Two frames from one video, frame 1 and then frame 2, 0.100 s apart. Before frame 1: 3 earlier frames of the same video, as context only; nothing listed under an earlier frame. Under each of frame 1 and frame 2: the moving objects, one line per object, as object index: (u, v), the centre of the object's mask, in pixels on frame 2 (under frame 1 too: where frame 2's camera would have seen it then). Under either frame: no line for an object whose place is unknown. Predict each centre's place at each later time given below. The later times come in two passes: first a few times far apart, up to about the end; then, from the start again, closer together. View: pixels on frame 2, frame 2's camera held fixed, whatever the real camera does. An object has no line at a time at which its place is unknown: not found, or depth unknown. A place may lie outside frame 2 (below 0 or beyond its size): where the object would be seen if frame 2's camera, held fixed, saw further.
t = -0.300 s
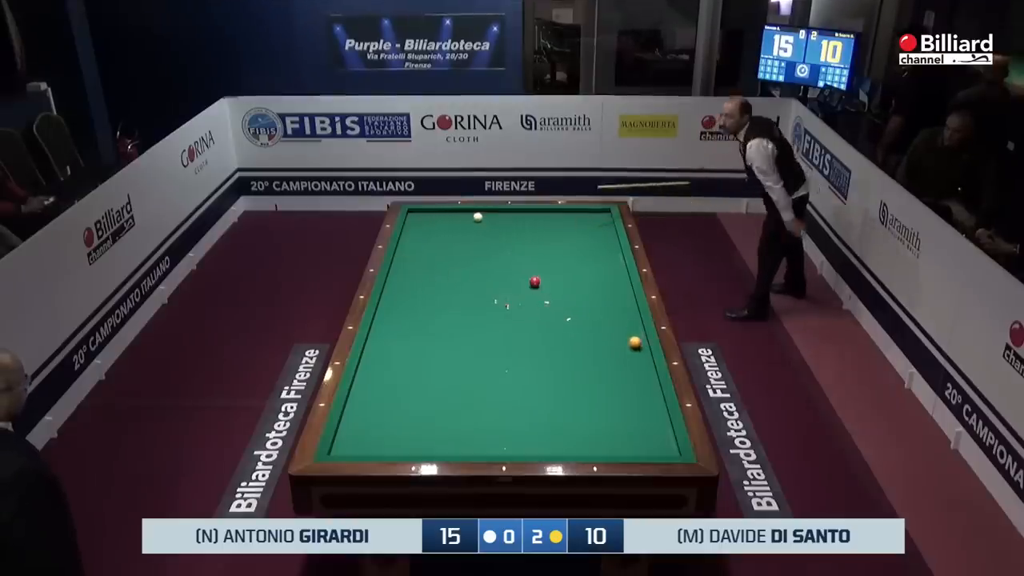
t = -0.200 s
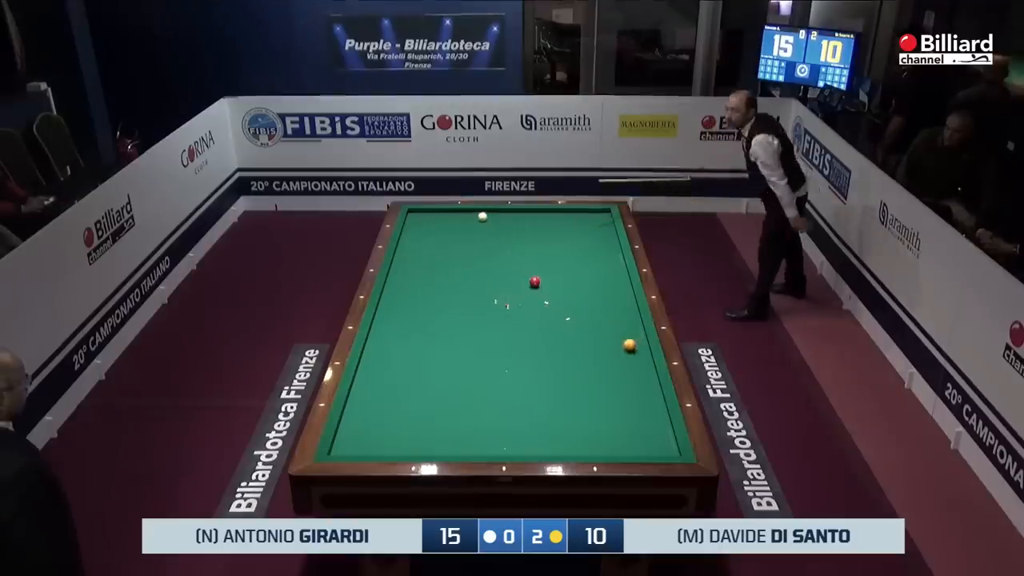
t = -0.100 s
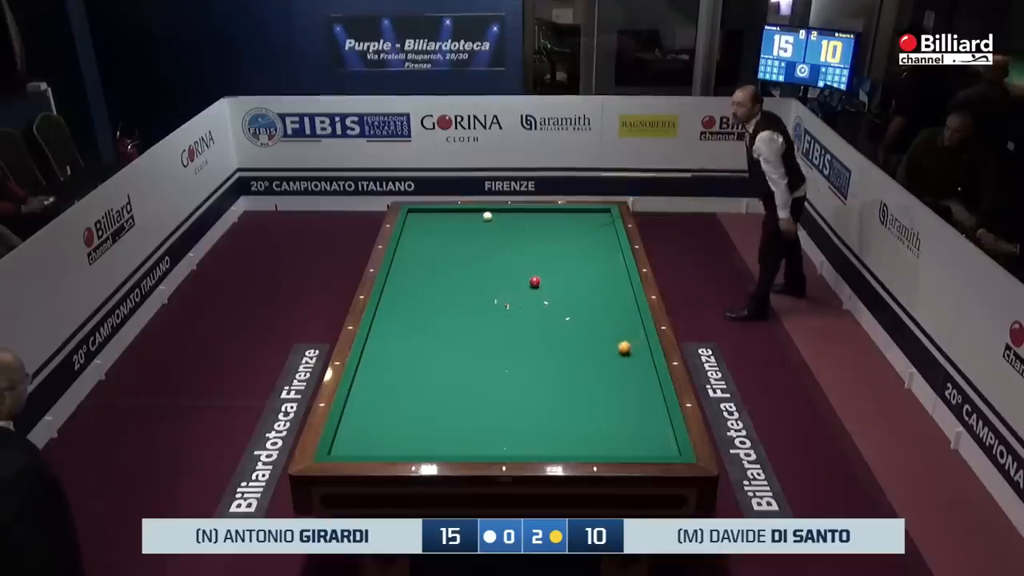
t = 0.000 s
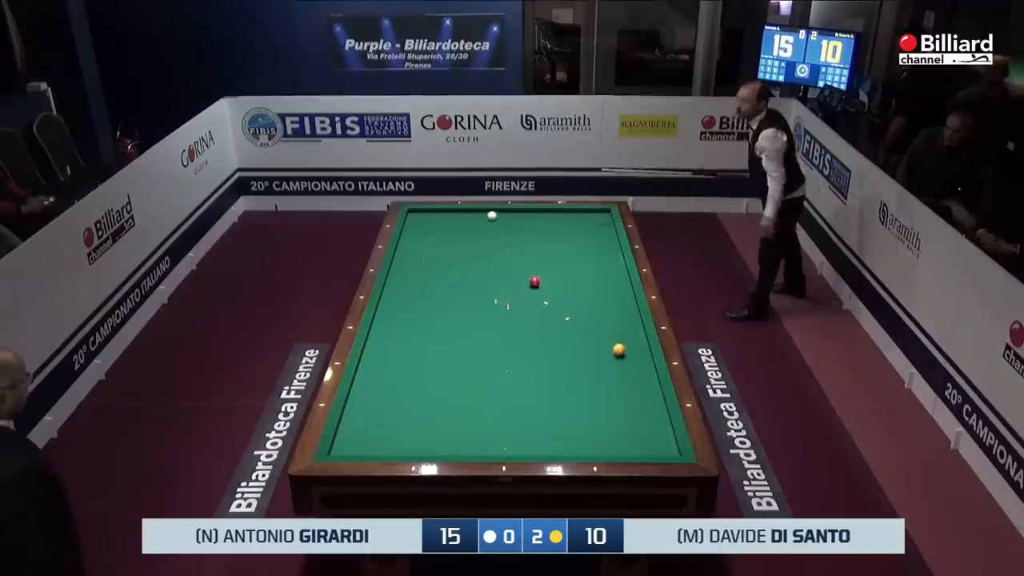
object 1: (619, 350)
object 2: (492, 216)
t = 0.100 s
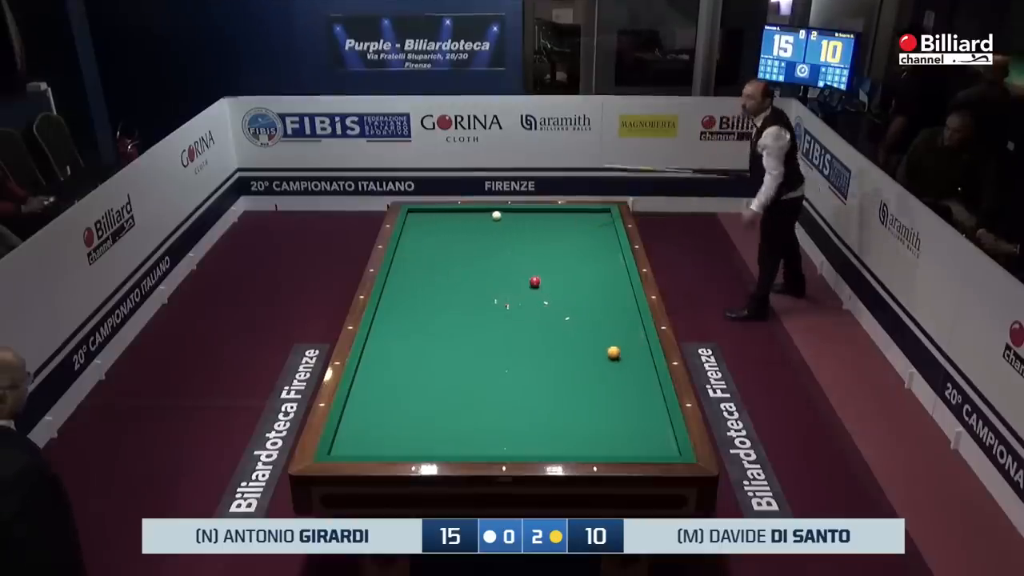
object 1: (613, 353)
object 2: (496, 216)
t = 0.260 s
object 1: (605, 357)
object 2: (503, 215)
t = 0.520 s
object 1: (591, 363)
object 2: (515, 214)
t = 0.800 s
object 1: (576, 370)
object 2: (526, 213)
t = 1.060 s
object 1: (563, 377)
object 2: (537, 212)
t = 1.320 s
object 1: (550, 383)
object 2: (546, 211)
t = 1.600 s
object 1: (535, 389)
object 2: (556, 211)
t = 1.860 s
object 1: (523, 395)
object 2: (565, 210)
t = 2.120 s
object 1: (510, 401)
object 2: (573, 210)
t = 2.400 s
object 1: (497, 407)
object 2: (581, 211)
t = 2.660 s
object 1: (485, 413)
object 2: (588, 211)
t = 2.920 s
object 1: (473, 418)
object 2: (594, 211)
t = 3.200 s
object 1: (462, 423)
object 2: (601, 211)
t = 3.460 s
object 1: (452, 428)
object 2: (606, 212)
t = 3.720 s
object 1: (442, 433)
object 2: (604, 212)
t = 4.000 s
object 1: (431, 437)
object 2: (601, 212)
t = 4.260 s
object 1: (422, 441)
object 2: (599, 212)
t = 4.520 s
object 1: (413, 445)
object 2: (597, 212)
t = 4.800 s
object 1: (405, 447)
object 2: (596, 212)
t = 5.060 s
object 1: (398, 449)
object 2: (595, 212)
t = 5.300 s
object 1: (393, 450)
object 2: (595, 212)
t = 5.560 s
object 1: (389, 449)
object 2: (594, 212)
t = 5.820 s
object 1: (386, 448)
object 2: (594, 212)
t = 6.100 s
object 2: (594, 212)
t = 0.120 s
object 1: (612, 353)
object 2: (497, 215)
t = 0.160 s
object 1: (610, 354)
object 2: (499, 215)
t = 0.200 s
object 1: (608, 355)
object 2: (501, 215)
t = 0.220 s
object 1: (607, 356)
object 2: (501, 215)
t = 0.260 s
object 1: (605, 357)
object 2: (503, 215)
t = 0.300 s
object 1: (602, 358)
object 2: (505, 214)
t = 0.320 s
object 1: (601, 358)
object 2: (506, 215)
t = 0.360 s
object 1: (600, 359)
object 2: (508, 214)
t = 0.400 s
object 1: (597, 360)
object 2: (510, 214)
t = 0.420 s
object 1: (596, 361)
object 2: (511, 214)
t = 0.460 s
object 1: (594, 362)
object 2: (512, 214)
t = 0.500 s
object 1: (592, 363)
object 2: (514, 214)
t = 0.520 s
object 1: (591, 363)
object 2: (515, 214)
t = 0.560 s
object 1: (589, 364)
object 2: (516, 214)
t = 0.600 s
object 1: (587, 366)
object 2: (518, 214)
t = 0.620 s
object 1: (586, 366)
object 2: (519, 213)
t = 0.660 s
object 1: (583, 367)
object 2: (521, 213)
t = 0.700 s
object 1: (582, 368)
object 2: (522, 213)
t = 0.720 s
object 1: (580, 368)
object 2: (523, 213)
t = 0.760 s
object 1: (578, 369)
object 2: (525, 213)
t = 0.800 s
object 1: (576, 370)
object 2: (526, 213)
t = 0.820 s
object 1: (575, 371)
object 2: (527, 213)
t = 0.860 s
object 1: (573, 372)
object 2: (529, 213)
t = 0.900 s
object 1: (571, 373)
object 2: (530, 213)
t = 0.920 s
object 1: (570, 373)
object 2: (531, 213)
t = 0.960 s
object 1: (568, 374)
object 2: (533, 213)
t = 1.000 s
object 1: (566, 375)
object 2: (534, 213)
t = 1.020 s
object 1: (565, 376)
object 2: (535, 212)
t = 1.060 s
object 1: (563, 377)
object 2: (537, 212)
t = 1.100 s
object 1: (561, 378)
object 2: (538, 212)
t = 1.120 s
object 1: (560, 378)
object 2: (539, 212)
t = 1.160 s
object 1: (558, 379)
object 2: (540, 212)
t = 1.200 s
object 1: (556, 380)
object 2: (542, 212)
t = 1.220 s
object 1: (555, 381)
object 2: (543, 212)
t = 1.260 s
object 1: (553, 381)
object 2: (544, 212)
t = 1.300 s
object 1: (551, 382)
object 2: (545, 212)
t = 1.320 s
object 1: (550, 383)
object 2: (546, 211)
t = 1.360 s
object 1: (547, 384)
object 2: (548, 211)
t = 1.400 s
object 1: (546, 385)
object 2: (549, 211)
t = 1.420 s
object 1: (545, 385)
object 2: (550, 211)
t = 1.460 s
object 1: (542, 386)
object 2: (551, 211)
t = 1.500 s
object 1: (540, 387)
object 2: (553, 211)
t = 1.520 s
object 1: (539, 388)
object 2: (554, 211)
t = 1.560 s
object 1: (537, 388)
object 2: (555, 211)
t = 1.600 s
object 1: (535, 389)
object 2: (556, 211)
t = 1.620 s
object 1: (535, 390)
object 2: (557, 211)
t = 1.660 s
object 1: (533, 391)
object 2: (558, 211)
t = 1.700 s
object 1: (531, 392)
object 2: (560, 211)
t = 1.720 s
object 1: (529, 392)
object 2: (560, 211)
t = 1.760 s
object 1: (528, 393)
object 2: (562, 210)
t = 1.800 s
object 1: (525, 394)
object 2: (563, 210)
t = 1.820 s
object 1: (525, 394)
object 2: (564, 210)
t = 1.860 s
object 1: (523, 395)
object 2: (565, 210)
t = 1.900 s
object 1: (521, 396)
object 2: (566, 210)
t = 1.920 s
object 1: (520, 397)
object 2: (567, 210)
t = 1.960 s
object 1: (518, 398)
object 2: (568, 210)
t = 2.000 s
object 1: (516, 399)
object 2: (570, 210)
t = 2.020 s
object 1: (515, 399)
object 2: (570, 210)
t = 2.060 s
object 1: (513, 400)
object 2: (571, 210)
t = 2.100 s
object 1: (511, 401)
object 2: (573, 210)
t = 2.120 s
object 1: (510, 401)
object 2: (573, 210)
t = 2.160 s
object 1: (508, 402)
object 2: (574, 210)
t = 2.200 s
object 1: (506, 403)
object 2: (575, 210)
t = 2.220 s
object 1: (505, 403)
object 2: (576, 210)
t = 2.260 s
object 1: (504, 404)
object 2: (577, 210)
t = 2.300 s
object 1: (502, 405)
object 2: (578, 210)
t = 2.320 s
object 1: (500, 406)
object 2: (579, 210)
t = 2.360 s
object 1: (499, 407)
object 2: (580, 210)
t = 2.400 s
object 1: (497, 407)
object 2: (581, 211)
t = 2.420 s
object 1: (496, 408)
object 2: (582, 211)
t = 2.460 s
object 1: (494, 409)
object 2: (583, 211)
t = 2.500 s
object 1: (492, 409)
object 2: (584, 211)
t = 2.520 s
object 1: (491, 410)
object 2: (584, 211)
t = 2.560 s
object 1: (489, 411)
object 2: (585, 211)
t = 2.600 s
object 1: (488, 411)
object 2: (586, 211)
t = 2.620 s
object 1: (487, 412)
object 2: (587, 211)
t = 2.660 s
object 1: (485, 413)
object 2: (588, 211)
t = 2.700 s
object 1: (483, 413)
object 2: (589, 211)
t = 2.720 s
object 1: (482, 414)
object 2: (589, 211)
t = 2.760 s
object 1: (481, 415)
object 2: (590, 211)
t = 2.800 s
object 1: (479, 415)
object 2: (591, 211)
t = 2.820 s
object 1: (478, 416)
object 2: (592, 211)
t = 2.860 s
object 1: (476, 417)
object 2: (593, 211)
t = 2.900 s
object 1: (475, 418)
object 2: (594, 211)
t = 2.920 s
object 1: (473, 418)
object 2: (594, 211)
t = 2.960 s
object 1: (472, 419)
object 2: (595, 211)
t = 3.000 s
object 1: (470, 419)
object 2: (596, 211)
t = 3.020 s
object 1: (469, 420)
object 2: (597, 211)
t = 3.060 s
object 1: (468, 420)
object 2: (598, 211)
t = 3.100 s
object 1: (466, 421)
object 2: (599, 211)
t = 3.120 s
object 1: (465, 422)
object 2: (599, 211)
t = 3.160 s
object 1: (464, 422)
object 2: (600, 211)
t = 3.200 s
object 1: (462, 423)
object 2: (601, 211)
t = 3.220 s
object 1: (461, 424)
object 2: (601, 212)
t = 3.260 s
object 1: (460, 424)
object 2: (602, 212)
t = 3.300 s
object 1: (458, 425)
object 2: (603, 212)
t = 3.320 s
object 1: (457, 425)
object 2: (604, 212)
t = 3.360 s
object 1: (455, 426)
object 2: (604, 212)
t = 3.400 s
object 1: (454, 427)
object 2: (605, 212)
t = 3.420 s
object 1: (453, 427)
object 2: (606, 212)
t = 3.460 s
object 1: (452, 428)
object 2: (606, 212)
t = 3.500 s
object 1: (450, 428)
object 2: (606, 212)
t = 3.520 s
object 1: (449, 428)
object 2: (606, 212)
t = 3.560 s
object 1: (448, 430)
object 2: (606, 212)
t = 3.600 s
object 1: (446, 430)
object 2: (605, 212)
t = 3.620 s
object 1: (445, 431)
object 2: (605, 212)
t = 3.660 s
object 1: (444, 431)
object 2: (604, 212)
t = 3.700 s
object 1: (442, 432)
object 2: (604, 212)
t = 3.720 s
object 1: (442, 433)
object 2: (604, 212)
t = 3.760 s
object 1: (440, 433)
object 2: (603, 212)
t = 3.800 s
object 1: (438, 434)
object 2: (603, 212)
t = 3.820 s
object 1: (438, 434)
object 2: (603, 212)
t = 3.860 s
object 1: (436, 435)
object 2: (602, 212)
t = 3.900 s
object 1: (435, 436)
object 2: (602, 212)
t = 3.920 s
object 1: (434, 436)
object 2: (602, 212)
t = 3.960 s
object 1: (433, 436)
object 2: (601, 212)
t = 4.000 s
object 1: (431, 437)
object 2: (601, 212)
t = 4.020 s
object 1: (431, 438)
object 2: (601, 212)
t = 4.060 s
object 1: (429, 438)
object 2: (600, 212)
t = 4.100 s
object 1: (428, 439)
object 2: (600, 212)
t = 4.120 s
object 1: (427, 439)
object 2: (600, 212)
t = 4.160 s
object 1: (426, 440)
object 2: (600, 212)
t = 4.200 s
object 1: (424, 441)
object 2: (599, 212)
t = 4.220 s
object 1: (424, 441)
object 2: (599, 212)
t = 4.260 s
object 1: (422, 441)
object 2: (599, 212)
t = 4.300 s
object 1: (421, 442)
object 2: (598, 212)
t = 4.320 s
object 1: (420, 442)
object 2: (598, 212)
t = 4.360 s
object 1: (419, 443)
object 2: (598, 212)
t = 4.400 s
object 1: (418, 443)
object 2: (598, 212)
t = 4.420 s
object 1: (417, 443)
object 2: (598, 212)
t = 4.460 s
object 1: (416, 444)
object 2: (598, 212)
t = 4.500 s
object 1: (414, 445)
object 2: (597, 212)
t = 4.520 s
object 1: (413, 445)
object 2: (597, 212)
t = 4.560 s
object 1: (412, 445)
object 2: (597, 212)
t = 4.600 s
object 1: (412, 445)
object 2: (597, 212)
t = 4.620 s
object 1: (411, 446)
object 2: (597, 212)
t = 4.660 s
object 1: (410, 446)
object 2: (596, 212)
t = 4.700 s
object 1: (408, 446)
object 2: (596, 212)
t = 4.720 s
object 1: (408, 447)
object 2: (596, 212)
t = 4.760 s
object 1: (406, 447)
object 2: (596, 212)
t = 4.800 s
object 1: (405, 447)
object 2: (596, 212)
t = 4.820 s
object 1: (405, 447)
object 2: (596, 212)
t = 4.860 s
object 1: (404, 448)
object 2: (596, 212)
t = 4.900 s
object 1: (403, 448)
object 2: (595, 212)
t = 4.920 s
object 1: (402, 448)
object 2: (595, 212)
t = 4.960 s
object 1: (401, 448)
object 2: (595, 212)
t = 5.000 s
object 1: (400, 449)
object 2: (595, 212)
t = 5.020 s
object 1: (399, 449)
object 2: (595, 212)
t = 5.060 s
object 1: (398, 449)
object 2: (595, 212)
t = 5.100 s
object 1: (397, 449)
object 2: (595, 212)
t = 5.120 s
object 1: (397, 449)
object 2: (595, 212)
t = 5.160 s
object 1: (396, 450)
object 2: (595, 212)
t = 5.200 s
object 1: (395, 450)
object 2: (595, 212)
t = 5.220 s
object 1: (394, 450)
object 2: (595, 212)
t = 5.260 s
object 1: (393, 451)
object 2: (595, 212)
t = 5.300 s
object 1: (393, 450)
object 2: (595, 212)
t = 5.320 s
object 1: (392, 450)
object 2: (594, 212)
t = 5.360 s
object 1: (392, 450)
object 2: (594, 212)
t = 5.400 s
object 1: (391, 450)
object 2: (594, 212)
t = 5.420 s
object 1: (391, 449)
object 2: (594, 212)
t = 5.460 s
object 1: (390, 449)
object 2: (594, 212)
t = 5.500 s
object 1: (390, 449)
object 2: (594, 212)
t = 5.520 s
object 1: (390, 449)
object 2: (594, 212)
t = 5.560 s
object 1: (389, 449)
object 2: (594, 212)
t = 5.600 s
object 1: (389, 449)
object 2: (594, 212)
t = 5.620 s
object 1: (388, 449)
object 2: (594, 212)
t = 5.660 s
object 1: (388, 449)
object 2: (594, 212)
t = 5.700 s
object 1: (388, 449)
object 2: (594, 212)
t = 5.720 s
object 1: (387, 449)
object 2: (594, 212)
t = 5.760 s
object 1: (387, 448)
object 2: (594, 212)
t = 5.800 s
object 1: (387, 448)
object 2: (594, 212)
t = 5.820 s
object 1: (386, 448)
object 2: (594, 212)
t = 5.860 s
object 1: (386, 448)
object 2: (594, 212)
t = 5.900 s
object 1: (386, 448)
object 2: (594, 212)
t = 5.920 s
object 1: (386, 448)
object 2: (594, 212)
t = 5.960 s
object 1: (386, 448)
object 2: (594, 212)
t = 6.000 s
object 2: (594, 212)
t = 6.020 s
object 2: (594, 212)
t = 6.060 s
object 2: (594, 212)
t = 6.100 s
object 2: (594, 212)
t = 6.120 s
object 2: (594, 212)
